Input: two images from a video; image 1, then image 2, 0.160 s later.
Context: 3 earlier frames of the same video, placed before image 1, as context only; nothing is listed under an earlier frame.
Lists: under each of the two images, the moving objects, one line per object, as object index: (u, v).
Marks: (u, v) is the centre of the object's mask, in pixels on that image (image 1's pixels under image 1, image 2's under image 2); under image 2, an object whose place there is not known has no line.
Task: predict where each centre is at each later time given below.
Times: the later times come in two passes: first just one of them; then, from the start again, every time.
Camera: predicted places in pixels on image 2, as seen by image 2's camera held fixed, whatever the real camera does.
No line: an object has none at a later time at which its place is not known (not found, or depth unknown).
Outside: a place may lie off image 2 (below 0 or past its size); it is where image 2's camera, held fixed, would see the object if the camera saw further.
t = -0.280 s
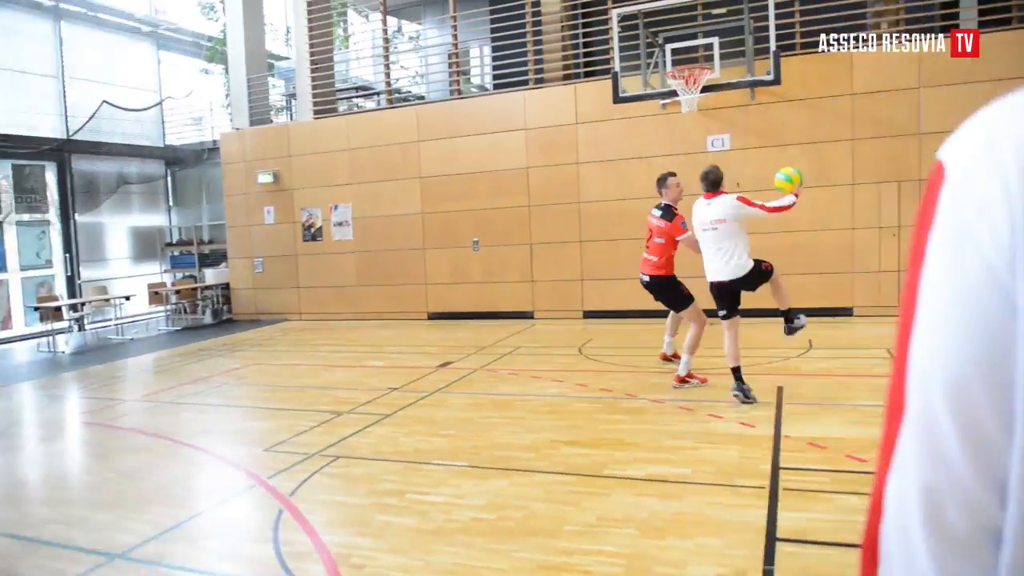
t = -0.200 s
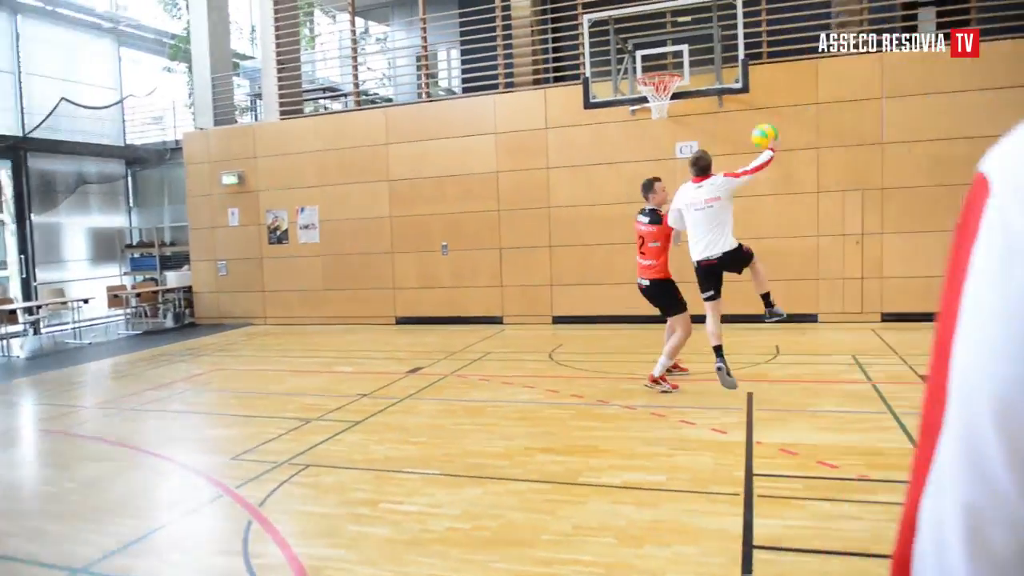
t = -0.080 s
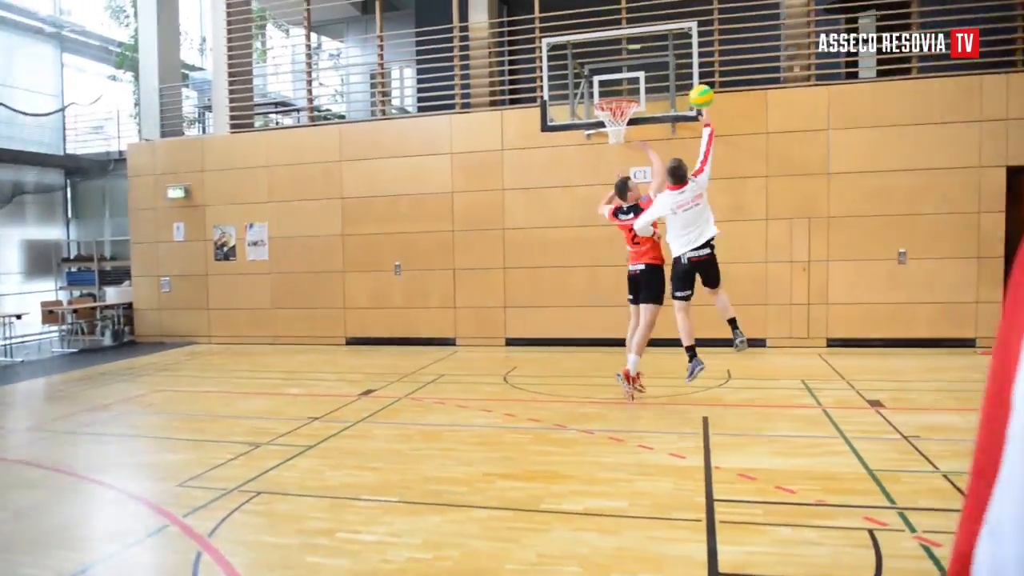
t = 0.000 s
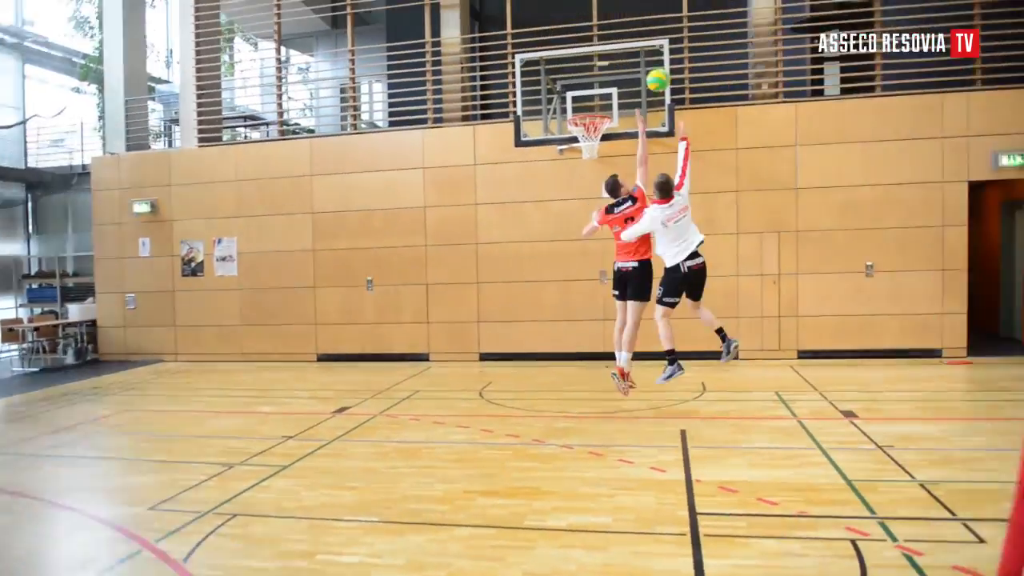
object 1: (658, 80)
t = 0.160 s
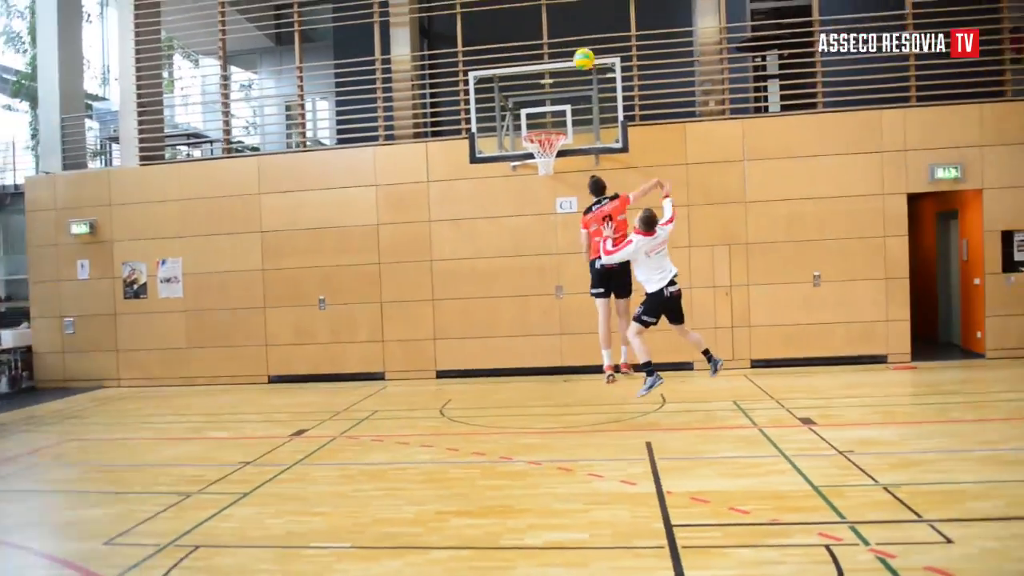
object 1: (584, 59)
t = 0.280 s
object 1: (564, 50)
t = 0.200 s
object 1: (577, 54)
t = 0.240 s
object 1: (571, 51)
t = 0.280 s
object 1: (564, 50)
